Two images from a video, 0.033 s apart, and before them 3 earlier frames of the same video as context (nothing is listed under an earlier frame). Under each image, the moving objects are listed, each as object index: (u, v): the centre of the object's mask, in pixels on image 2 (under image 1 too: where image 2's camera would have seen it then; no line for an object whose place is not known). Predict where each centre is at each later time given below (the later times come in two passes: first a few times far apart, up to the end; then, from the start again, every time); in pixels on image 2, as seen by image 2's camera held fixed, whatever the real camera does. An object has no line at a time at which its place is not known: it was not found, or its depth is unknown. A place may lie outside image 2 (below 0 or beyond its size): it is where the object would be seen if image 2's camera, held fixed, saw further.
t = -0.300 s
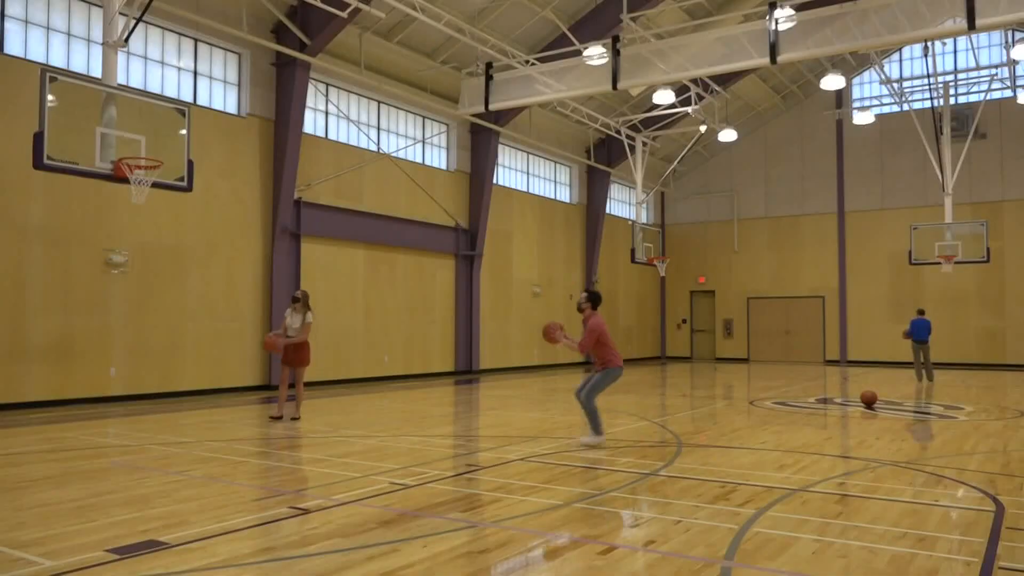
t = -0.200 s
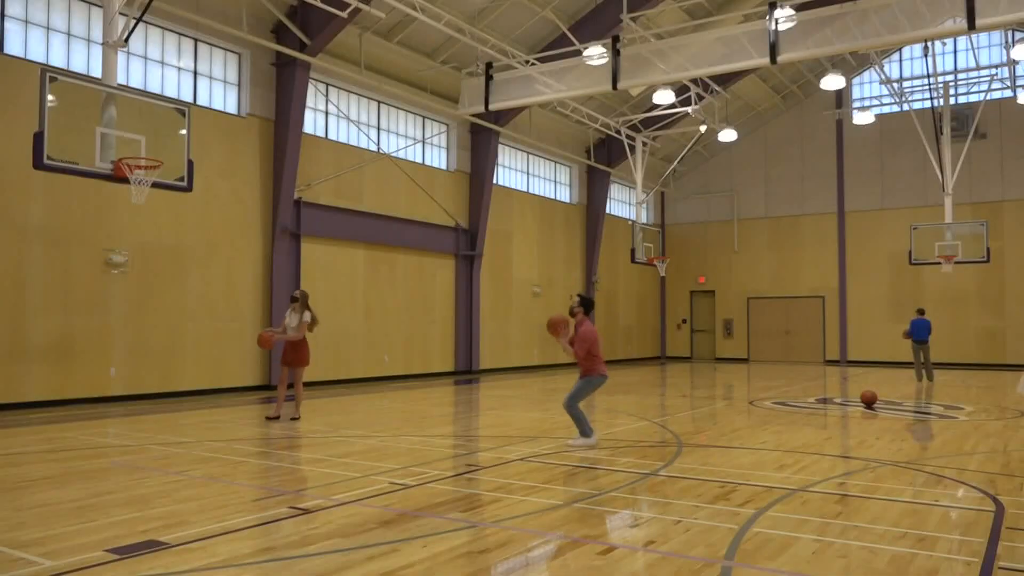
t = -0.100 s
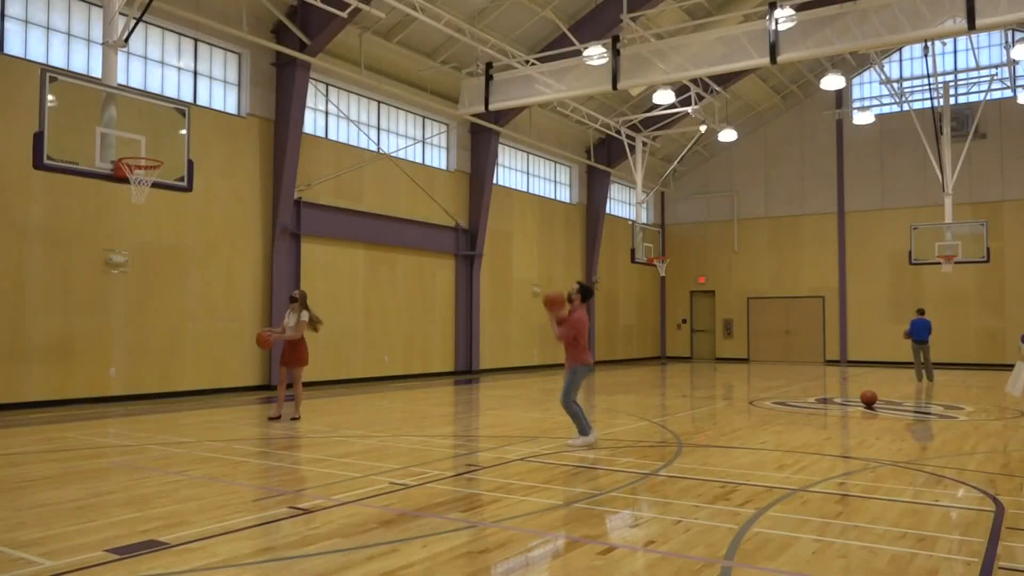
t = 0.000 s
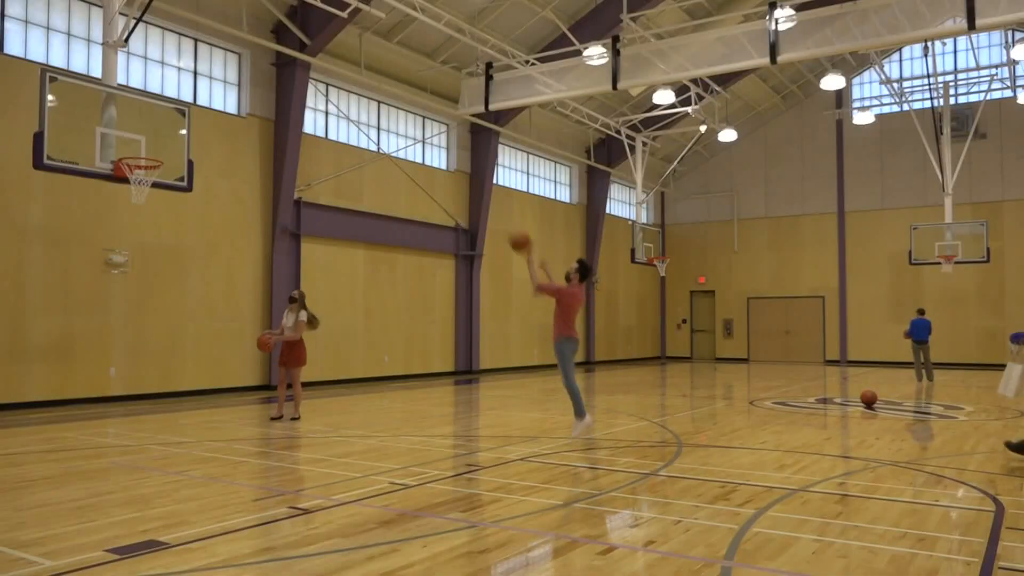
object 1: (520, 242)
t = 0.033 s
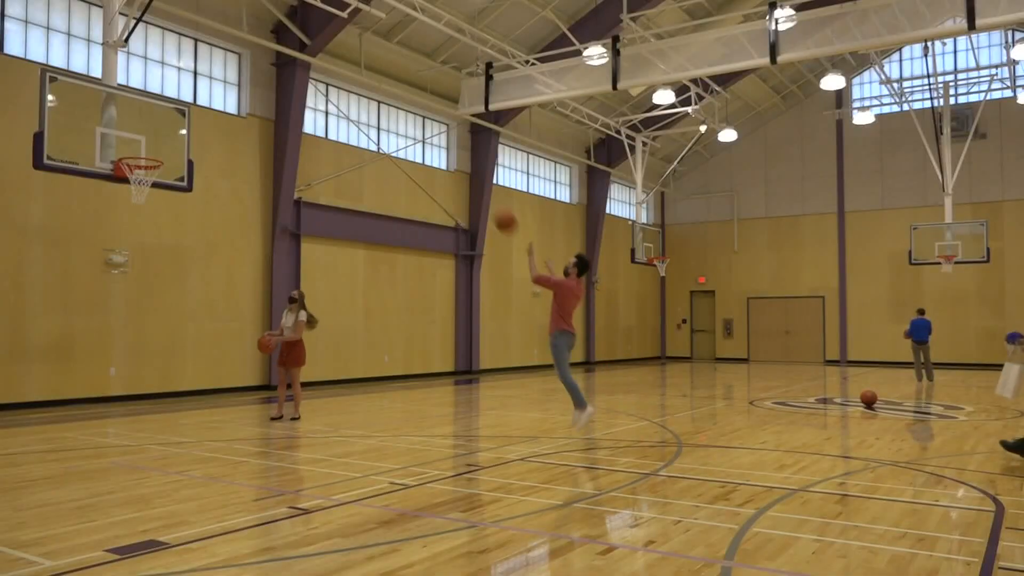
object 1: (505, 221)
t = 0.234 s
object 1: (419, 126)
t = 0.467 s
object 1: (329, 71)
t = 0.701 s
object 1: (246, 66)
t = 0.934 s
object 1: (168, 107)
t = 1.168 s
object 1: (149, 166)
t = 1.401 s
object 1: (129, 201)
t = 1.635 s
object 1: (110, 267)
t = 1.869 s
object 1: (90, 379)
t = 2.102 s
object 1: (85, 347)
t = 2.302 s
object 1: (85, 294)
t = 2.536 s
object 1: (84, 277)
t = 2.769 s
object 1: (82, 304)
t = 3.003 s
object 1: (78, 372)
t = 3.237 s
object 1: (77, 366)
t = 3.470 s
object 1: (76, 329)
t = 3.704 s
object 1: (75, 334)
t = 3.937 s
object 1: (72, 378)
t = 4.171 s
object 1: (71, 372)
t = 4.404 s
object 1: (71, 353)
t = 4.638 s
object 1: (71, 372)
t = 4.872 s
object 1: (70, 384)
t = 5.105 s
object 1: (70, 367)
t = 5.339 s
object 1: (70, 388)
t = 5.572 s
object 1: (70, 378)
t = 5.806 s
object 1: (78, 384)
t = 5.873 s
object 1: (80, 393)
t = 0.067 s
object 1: (491, 202)
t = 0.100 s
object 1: (477, 183)
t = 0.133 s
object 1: (462, 169)
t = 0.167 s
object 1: (448, 153)
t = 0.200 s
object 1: (434, 139)
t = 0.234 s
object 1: (419, 126)
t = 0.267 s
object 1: (406, 115)
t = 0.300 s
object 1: (392, 106)
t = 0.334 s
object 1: (379, 97)
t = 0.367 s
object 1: (367, 90)
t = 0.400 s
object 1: (354, 81)
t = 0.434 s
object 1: (341, 76)
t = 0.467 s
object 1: (329, 71)
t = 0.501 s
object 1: (316, 68)
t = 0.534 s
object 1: (304, 64)
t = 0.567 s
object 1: (289, 63)
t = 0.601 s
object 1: (280, 62)
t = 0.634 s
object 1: (269, 62)
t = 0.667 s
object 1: (257, 64)
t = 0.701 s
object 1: (246, 66)
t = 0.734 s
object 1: (233, 69)
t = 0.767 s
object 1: (222, 73)
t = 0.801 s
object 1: (211, 78)
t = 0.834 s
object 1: (200, 84)
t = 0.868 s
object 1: (189, 90)
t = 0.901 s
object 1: (178, 97)
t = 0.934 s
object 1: (168, 107)
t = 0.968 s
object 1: (157, 116)
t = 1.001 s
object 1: (147, 125)
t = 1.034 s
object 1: (136, 136)
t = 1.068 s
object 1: (135, 144)
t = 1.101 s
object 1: (139, 149)
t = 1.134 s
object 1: (143, 156)
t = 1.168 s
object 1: (149, 166)
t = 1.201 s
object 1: (148, 174)
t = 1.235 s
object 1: (144, 177)
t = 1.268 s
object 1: (139, 181)
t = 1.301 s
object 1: (136, 191)
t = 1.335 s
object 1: (134, 193)
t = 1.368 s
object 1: (132, 196)
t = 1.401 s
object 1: (129, 201)
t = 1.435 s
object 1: (126, 208)
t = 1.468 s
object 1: (123, 215)
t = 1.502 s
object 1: (121, 224)
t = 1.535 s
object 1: (118, 233)
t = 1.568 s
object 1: (115, 244)
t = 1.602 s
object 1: (112, 255)
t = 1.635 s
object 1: (110, 267)
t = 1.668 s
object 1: (107, 280)
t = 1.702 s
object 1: (105, 294)
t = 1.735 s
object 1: (102, 309)
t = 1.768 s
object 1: (99, 325)
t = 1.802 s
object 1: (96, 342)
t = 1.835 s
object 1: (93, 360)
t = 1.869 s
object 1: (90, 379)
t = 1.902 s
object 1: (87, 400)
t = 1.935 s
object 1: (84, 418)
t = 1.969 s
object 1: (85, 402)
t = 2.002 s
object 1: (84, 386)
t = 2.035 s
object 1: (85, 373)
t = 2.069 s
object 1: (85, 359)
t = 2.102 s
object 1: (85, 347)
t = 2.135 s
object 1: (85, 335)
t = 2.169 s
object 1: (85, 325)
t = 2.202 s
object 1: (85, 316)
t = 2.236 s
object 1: (85, 308)
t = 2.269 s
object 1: (85, 300)
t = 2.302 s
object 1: (85, 294)
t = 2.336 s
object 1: (85, 289)
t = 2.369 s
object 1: (85, 285)
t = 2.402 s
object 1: (85, 281)
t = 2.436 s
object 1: (85, 279)
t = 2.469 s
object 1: (84, 277)
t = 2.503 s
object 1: (84, 277)
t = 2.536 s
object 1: (84, 277)
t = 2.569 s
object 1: (84, 278)
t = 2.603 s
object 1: (83, 281)
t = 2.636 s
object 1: (83, 283)
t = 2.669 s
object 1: (83, 287)
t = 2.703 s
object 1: (82, 292)
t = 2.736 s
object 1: (82, 297)
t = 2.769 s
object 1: (82, 304)
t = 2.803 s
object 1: (81, 311)
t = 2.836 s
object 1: (81, 319)
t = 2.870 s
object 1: (81, 328)
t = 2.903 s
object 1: (80, 338)
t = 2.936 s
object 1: (79, 348)
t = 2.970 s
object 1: (79, 359)
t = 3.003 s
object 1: (78, 372)
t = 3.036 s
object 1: (78, 385)
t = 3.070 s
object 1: (77, 399)
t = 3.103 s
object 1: (76, 407)
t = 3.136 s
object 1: (77, 395)
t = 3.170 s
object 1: (77, 385)
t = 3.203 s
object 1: (77, 375)
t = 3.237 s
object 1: (77, 366)
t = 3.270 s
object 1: (77, 359)
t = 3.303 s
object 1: (77, 351)
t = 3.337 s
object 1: (77, 345)
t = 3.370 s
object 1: (77, 340)
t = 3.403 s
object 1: (77, 335)
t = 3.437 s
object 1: (77, 332)
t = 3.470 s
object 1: (76, 329)
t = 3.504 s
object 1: (76, 327)
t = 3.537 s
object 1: (76, 326)
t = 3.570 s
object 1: (76, 326)
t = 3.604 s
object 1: (75, 327)
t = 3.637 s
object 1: (75, 328)
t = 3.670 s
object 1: (75, 331)
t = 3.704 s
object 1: (75, 334)
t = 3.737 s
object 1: (74, 338)
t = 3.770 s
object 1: (74, 342)
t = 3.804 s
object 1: (74, 348)
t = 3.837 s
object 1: (73, 354)
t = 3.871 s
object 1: (73, 361)
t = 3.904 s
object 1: (72, 369)
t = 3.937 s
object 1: (72, 378)
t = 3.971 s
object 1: (72, 387)
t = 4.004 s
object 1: (70, 398)
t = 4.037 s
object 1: (70, 401)
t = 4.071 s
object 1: (71, 394)
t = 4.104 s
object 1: (71, 385)
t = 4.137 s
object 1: (71, 378)
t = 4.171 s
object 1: (71, 372)
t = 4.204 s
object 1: (71, 367)
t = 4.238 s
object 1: (72, 362)
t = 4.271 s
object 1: (72, 359)
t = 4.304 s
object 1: (72, 356)
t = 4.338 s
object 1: (71, 354)
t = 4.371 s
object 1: (72, 353)
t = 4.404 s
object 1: (71, 353)
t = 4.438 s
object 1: (72, 353)
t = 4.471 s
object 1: (72, 354)
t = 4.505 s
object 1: (71, 356)
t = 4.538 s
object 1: (71, 359)
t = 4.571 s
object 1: (71, 362)
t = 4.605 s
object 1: (71, 367)
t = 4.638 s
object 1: (71, 372)
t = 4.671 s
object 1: (71, 377)
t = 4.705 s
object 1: (70, 384)
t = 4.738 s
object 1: (70, 392)
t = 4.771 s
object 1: (69, 401)
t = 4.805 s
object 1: (70, 396)
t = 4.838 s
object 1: (70, 389)
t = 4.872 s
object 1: (70, 384)
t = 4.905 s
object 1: (70, 379)
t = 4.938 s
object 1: (70, 375)
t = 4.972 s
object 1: (70, 372)
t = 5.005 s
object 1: (71, 370)
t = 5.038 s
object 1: (71, 368)
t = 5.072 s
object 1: (70, 367)
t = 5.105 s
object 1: (70, 367)
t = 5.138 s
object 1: (70, 368)
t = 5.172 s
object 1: (71, 369)
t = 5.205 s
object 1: (71, 371)
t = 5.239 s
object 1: (70, 374)
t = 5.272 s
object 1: (70, 378)
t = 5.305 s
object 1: (70, 382)
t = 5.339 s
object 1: (70, 388)
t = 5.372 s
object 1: (69, 394)
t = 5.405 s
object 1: (69, 398)
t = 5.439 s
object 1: (69, 393)
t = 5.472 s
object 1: (69, 388)
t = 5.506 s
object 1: (70, 384)
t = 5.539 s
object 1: (70, 381)
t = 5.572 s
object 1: (70, 378)
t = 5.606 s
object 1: (71, 377)
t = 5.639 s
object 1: (72, 376)
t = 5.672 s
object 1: (74, 376)
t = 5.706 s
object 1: (75, 377)
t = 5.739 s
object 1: (76, 379)
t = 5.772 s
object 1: (77, 380)
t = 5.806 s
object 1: (78, 384)
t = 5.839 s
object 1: (79, 388)
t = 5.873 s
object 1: (80, 393)
